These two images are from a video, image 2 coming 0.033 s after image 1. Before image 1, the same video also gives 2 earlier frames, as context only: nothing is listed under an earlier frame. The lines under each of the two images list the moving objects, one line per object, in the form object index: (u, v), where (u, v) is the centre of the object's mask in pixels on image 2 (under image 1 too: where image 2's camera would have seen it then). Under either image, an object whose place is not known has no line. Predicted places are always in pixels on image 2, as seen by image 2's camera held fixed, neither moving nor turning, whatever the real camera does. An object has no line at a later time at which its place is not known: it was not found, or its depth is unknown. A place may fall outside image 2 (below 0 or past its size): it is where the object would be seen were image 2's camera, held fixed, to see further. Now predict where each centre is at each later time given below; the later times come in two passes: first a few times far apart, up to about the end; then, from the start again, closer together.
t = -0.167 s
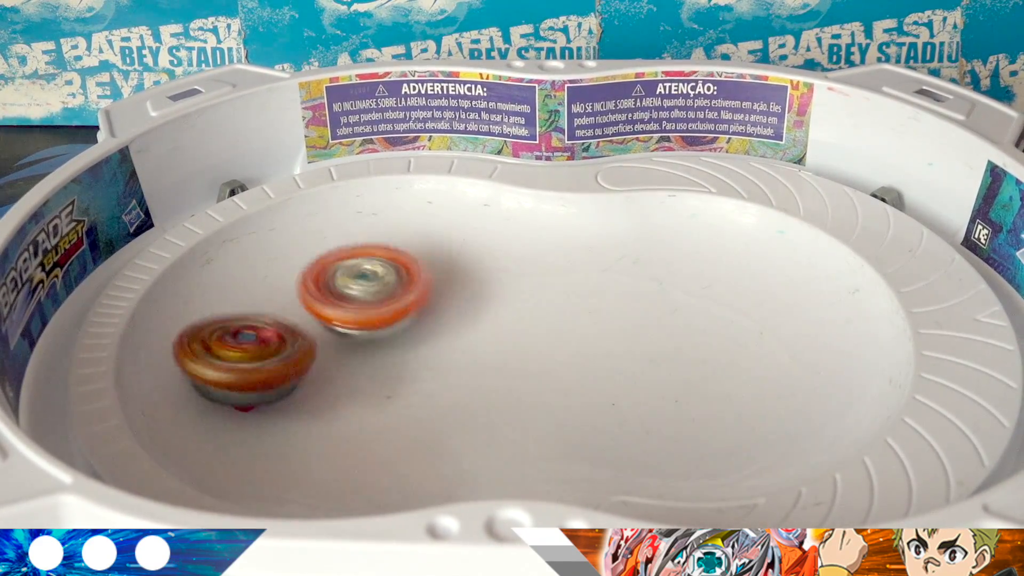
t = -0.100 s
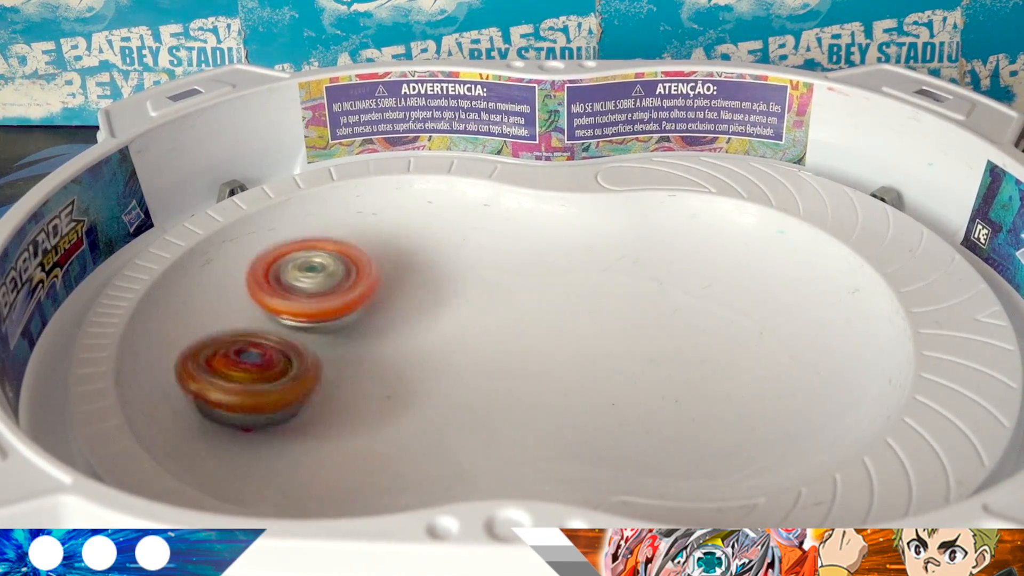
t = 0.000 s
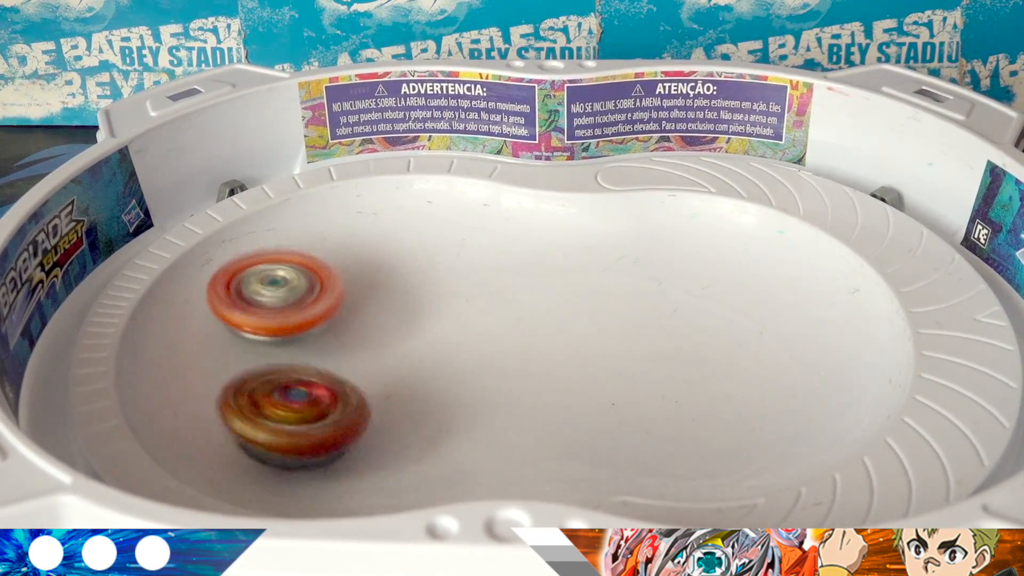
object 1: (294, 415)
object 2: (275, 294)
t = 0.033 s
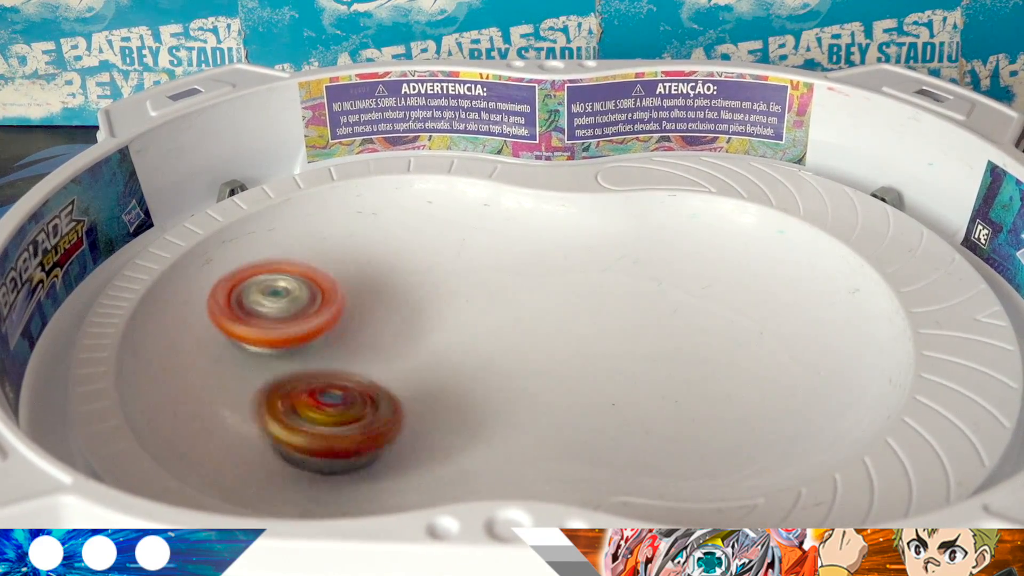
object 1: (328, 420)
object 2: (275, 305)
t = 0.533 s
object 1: (499, 246)
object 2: (391, 306)
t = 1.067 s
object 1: (610, 325)
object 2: (193, 387)
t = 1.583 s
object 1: (611, 312)
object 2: (430, 308)
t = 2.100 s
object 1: (525, 363)
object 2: (337, 330)
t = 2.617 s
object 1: (537, 310)
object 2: (394, 321)
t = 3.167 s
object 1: (735, 309)
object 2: (412, 326)
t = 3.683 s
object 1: (590, 366)
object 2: (417, 320)
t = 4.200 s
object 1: (546, 355)
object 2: (294, 288)
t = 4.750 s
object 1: (613, 305)
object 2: (300, 352)
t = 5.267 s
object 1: (702, 313)
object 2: (385, 308)
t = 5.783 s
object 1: (695, 357)
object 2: (396, 308)
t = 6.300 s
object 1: (526, 334)
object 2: (330, 313)
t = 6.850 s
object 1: (597, 353)
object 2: (409, 358)
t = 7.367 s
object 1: (625, 338)
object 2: (365, 290)
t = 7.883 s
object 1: (636, 358)
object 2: (390, 318)
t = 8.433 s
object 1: (538, 291)
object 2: (385, 342)
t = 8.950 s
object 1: (505, 354)
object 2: (331, 339)
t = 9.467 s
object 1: (469, 341)
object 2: (369, 291)
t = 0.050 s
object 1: (348, 418)
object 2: (279, 310)
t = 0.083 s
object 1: (385, 410)
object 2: (288, 323)
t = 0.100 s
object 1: (401, 402)
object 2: (295, 330)
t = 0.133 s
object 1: (434, 386)
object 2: (308, 341)
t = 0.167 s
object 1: (479, 370)
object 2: (313, 343)
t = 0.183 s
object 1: (498, 362)
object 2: (318, 345)
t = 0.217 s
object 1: (530, 342)
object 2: (328, 347)
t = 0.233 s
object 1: (544, 330)
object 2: (333, 348)
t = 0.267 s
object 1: (562, 308)
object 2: (343, 349)
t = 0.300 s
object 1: (572, 286)
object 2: (352, 348)
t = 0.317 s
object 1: (574, 276)
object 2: (356, 347)
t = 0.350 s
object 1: (575, 260)
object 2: (365, 344)
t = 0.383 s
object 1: (571, 248)
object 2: (373, 338)
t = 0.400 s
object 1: (568, 244)
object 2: (377, 335)
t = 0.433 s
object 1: (558, 239)
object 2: (384, 327)
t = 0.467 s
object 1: (542, 239)
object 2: (391, 320)
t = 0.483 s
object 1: (533, 240)
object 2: (392, 317)
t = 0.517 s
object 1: (511, 243)
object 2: (393, 309)
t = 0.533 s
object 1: (499, 246)
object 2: (391, 306)
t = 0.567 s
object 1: (489, 243)
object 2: (370, 303)
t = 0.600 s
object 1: (475, 243)
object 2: (349, 301)
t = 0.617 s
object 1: (469, 243)
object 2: (338, 300)
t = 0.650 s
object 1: (452, 243)
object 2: (321, 299)
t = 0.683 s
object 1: (431, 242)
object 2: (309, 302)
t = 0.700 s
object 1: (420, 242)
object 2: (305, 303)
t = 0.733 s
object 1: (393, 243)
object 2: (303, 310)
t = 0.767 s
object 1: (381, 238)
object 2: (284, 326)
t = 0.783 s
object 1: (376, 238)
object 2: (275, 335)
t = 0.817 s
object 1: (369, 242)
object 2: (264, 350)
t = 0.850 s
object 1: (359, 254)
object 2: (261, 362)
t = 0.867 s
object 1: (356, 263)
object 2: (263, 366)
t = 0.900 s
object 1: (354, 283)
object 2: (271, 373)
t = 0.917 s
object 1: (358, 293)
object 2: (278, 376)
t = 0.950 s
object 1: (370, 308)
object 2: (294, 379)
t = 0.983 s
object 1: (408, 327)
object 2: (285, 384)
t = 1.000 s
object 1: (451, 327)
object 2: (260, 386)
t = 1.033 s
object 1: (533, 325)
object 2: (219, 388)
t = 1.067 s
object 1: (610, 325)
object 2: (193, 387)
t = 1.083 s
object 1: (649, 325)
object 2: (188, 386)
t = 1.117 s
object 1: (715, 325)
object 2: (195, 390)
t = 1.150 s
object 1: (775, 322)
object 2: (215, 395)
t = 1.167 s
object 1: (797, 317)
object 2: (228, 398)
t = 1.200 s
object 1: (836, 307)
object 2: (261, 401)
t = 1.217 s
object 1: (848, 297)
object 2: (280, 402)
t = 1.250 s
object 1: (855, 282)
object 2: (322, 402)
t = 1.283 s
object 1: (856, 285)
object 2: (358, 397)
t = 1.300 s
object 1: (852, 284)
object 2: (374, 394)
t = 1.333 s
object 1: (841, 282)
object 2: (404, 382)
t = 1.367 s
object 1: (821, 288)
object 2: (424, 372)
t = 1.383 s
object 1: (806, 287)
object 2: (432, 366)
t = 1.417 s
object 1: (773, 285)
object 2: (444, 354)
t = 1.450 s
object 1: (739, 285)
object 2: (450, 342)
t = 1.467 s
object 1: (722, 286)
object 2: (451, 338)
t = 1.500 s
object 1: (688, 289)
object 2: (449, 328)
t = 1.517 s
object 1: (670, 292)
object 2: (447, 323)
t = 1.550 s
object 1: (640, 300)
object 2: (441, 315)
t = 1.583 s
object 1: (611, 312)
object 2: (430, 308)
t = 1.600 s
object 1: (605, 315)
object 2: (427, 307)
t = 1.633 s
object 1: (578, 329)
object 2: (413, 300)
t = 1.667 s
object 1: (551, 344)
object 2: (396, 296)
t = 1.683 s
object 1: (540, 350)
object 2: (388, 295)
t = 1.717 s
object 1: (517, 365)
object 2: (372, 294)
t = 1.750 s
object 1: (499, 378)
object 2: (358, 295)
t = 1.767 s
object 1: (494, 383)
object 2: (352, 296)
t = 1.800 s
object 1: (484, 390)
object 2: (343, 300)
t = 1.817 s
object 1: (480, 393)
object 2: (341, 303)
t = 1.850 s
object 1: (479, 396)
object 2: (337, 308)
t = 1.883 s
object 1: (485, 397)
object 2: (336, 313)
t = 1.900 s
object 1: (488, 396)
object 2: (338, 316)
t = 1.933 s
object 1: (497, 393)
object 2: (342, 321)
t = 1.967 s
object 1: (503, 387)
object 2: (347, 327)
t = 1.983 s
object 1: (504, 384)
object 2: (350, 329)
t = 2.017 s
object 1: (503, 375)
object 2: (357, 333)
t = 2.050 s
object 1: (498, 366)
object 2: (362, 337)
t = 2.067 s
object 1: (505, 361)
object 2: (355, 335)
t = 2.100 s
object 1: (525, 363)
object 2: (337, 330)
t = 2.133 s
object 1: (548, 361)
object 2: (325, 324)
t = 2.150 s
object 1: (556, 361)
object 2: (321, 322)
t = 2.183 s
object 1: (568, 356)
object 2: (318, 319)
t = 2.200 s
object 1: (575, 355)
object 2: (318, 317)
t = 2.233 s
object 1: (586, 351)
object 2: (319, 315)
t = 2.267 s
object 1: (592, 346)
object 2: (326, 314)
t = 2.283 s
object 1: (596, 345)
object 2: (331, 314)
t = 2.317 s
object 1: (601, 340)
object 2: (339, 315)
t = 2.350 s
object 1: (604, 335)
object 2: (350, 316)
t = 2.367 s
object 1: (603, 333)
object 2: (355, 317)
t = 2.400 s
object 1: (603, 329)
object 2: (364, 318)
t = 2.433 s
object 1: (600, 323)
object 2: (372, 323)
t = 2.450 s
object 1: (597, 321)
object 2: (376, 324)
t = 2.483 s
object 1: (590, 317)
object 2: (379, 327)
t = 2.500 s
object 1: (585, 315)
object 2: (381, 329)
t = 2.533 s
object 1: (574, 312)
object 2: (385, 328)
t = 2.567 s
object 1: (561, 311)
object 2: (387, 327)
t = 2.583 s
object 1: (554, 310)
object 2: (389, 325)
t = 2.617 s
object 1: (537, 310)
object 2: (394, 321)
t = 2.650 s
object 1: (531, 312)
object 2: (386, 316)
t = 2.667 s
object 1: (536, 314)
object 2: (379, 314)
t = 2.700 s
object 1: (544, 317)
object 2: (365, 309)
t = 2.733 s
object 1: (552, 319)
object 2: (353, 307)
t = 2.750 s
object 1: (557, 321)
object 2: (349, 305)
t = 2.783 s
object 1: (568, 324)
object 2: (340, 303)
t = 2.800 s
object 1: (574, 326)
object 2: (337, 301)
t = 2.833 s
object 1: (591, 330)
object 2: (338, 298)
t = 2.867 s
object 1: (610, 333)
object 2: (341, 297)
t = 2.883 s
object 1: (618, 334)
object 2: (347, 296)
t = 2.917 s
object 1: (639, 337)
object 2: (358, 295)
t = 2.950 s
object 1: (657, 339)
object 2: (370, 296)
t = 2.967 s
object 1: (666, 339)
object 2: (379, 296)
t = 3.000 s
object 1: (688, 340)
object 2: (390, 298)
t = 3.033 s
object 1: (706, 339)
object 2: (402, 303)
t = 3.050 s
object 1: (715, 338)
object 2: (407, 306)
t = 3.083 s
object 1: (729, 331)
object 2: (411, 314)
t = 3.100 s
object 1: (732, 327)
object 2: (413, 318)
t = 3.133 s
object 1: (739, 318)
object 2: (412, 322)
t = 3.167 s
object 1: (735, 309)
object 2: (412, 326)
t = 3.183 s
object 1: (730, 304)
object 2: (413, 326)
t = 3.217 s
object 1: (720, 297)
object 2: (410, 326)
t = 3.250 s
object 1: (703, 294)
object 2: (411, 323)
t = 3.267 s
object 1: (693, 294)
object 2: (409, 321)
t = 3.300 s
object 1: (675, 298)
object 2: (410, 317)
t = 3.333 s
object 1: (660, 304)
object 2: (408, 311)
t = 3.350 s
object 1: (652, 308)
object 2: (407, 310)
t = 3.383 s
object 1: (637, 317)
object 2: (406, 304)
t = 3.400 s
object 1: (631, 321)
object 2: (405, 303)
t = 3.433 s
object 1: (618, 330)
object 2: (406, 300)
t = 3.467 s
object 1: (609, 338)
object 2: (406, 298)
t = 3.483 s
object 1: (605, 341)
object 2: (406, 298)
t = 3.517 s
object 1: (599, 349)
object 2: (409, 299)
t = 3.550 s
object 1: (596, 354)
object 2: (411, 302)
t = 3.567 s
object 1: (594, 357)
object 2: (413, 303)
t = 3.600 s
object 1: (592, 360)
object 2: (415, 307)
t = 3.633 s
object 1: (589, 363)
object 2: (418, 312)
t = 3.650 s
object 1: (591, 365)
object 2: (418, 315)
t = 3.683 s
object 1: (590, 366)
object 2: (417, 320)
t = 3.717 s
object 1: (588, 366)
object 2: (417, 324)
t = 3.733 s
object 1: (591, 367)
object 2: (415, 326)
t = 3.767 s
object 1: (588, 364)
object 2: (413, 327)
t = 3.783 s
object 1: (589, 365)
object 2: (411, 329)
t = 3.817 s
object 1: (585, 361)
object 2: (407, 331)
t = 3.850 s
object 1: (581, 358)
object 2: (402, 331)
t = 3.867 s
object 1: (578, 356)
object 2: (400, 331)
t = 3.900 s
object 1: (568, 352)
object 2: (399, 328)
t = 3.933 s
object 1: (557, 347)
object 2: (397, 325)
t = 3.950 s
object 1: (550, 345)
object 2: (398, 323)
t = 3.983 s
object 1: (540, 340)
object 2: (398, 322)
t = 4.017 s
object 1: (531, 339)
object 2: (391, 317)
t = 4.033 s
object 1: (536, 340)
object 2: (378, 311)
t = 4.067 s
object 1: (542, 345)
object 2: (353, 300)
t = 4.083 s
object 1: (544, 347)
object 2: (341, 296)
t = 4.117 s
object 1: (545, 351)
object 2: (322, 289)
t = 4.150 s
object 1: (544, 353)
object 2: (308, 285)
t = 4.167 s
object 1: (545, 354)
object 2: (303, 286)
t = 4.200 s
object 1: (546, 355)
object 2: (294, 288)
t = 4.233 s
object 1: (548, 357)
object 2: (289, 293)
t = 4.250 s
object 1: (547, 356)
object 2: (287, 296)
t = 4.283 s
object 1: (548, 358)
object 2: (287, 305)
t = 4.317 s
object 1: (549, 358)
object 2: (290, 315)
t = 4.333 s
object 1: (550, 357)
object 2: (294, 320)
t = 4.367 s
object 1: (550, 356)
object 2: (303, 331)
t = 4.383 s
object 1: (548, 355)
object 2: (310, 336)
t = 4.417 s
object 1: (544, 353)
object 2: (323, 346)
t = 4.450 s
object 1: (534, 349)
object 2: (338, 356)
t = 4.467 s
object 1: (533, 348)
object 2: (343, 360)
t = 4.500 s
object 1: (523, 344)
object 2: (355, 366)
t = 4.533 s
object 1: (517, 341)
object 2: (363, 370)
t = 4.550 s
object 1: (511, 340)
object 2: (370, 370)
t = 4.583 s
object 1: (523, 334)
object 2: (355, 369)
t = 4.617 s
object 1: (547, 326)
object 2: (333, 368)
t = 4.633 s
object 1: (559, 325)
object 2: (322, 365)
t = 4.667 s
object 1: (574, 317)
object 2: (309, 361)
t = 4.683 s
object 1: (585, 315)
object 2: (304, 361)
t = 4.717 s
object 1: (599, 310)
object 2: (299, 357)
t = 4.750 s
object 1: (613, 305)
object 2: (300, 352)
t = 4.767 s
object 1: (618, 303)
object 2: (301, 351)
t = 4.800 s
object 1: (630, 300)
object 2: (307, 346)
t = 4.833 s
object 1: (640, 298)
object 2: (316, 343)
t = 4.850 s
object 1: (646, 297)
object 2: (320, 342)
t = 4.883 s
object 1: (659, 297)
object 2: (330, 340)
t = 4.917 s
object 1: (672, 297)
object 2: (339, 338)
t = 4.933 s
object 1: (677, 298)
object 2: (346, 337)
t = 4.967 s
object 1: (689, 298)
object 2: (357, 334)
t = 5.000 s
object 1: (700, 299)
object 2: (367, 331)
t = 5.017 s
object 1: (703, 298)
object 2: (373, 332)
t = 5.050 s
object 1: (708, 297)
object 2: (380, 329)
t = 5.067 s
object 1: (711, 297)
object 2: (385, 329)
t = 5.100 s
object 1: (714, 298)
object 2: (389, 326)
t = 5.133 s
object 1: (710, 298)
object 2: (392, 321)
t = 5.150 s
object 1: (711, 298)
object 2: (393, 320)
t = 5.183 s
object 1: (709, 302)
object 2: (393, 315)
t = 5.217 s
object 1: (708, 307)
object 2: (392, 311)
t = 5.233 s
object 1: (705, 309)
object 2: (389, 310)
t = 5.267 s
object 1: (702, 313)
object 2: (385, 308)
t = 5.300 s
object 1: (700, 320)
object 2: (379, 308)
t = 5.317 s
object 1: (698, 324)
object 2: (374, 307)
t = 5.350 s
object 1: (698, 332)
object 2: (367, 307)
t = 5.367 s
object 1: (698, 335)
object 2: (361, 307)
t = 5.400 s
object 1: (701, 345)
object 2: (354, 305)
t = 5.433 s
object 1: (703, 351)
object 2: (349, 304)
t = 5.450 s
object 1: (705, 354)
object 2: (345, 304)
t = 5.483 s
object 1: (708, 359)
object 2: (343, 302)
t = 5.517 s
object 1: (711, 363)
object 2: (342, 302)
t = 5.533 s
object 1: (711, 364)
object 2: (343, 302)
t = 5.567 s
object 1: (710, 365)
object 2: (347, 303)
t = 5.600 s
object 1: (710, 366)
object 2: (351, 304)
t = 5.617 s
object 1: (711, 366)
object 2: (356, 304)
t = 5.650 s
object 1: (712, 367)
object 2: (364, 305)
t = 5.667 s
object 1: (709, 365)
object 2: (368, 305)
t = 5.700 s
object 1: (707, 363)
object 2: (378, 304)
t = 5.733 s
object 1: (702, 360)
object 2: (385, 306)
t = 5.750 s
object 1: (698, 359)
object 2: (389, 306)
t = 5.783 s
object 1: (695, 357)
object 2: (396, 308)
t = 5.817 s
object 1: (686, 353)
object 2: (401, 310)
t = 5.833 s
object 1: (683, 352)
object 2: (403, 310)
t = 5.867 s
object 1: (670, 347)
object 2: (406, 312)
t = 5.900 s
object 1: (656, 344)
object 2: (408, 315)
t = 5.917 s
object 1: (648, 342)
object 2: (410, 315)
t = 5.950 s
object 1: (635, 339)
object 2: (411, 317)
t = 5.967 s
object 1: (630, 339)
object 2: (411, 318)
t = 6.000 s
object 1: (613, 335)
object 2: (412, 320)
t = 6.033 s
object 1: (599, 333)
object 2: (412, 321)
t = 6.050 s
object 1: (592, 330)
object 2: (413, 321)
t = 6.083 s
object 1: (573, 328)
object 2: (413, 321)
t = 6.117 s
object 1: (556, 325)
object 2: (413, 322)
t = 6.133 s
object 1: (545, 325)
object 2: (413, 321)
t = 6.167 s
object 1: (540, 323)
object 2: (398, 320)
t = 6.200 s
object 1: (527, 322)
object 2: (387, 320)
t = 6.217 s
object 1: (522, 322)
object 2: (383, 320)
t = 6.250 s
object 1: (510, 323)
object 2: (372, 320)
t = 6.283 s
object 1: (520, 330)
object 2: (342, 314)
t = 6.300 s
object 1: (526, 334)
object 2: (330, 313)
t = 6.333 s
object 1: (532, 339)
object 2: (309, 309)
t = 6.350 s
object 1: (533, 341)
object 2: (299, 308)
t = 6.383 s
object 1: (543, 347)
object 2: (285, 308)
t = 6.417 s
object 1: (550, 351)
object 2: (274, 311)
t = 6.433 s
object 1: (551, 353)
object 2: (269, 312)
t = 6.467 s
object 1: (559, 358)
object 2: (264, 317)
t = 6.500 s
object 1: (563, 361)
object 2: (263, 324)
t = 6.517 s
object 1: (563, 362)
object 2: (262, 326)
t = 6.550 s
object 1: (571, 364)
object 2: (267, 334)
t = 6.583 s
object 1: (575, 364)
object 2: (276, 343)
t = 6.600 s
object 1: (577, 365)
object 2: (283, 345)
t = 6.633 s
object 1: (584, 368)
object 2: (297, 354)
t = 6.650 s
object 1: (585, 367)
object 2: (308, 358)
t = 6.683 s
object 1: (589, 367)
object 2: (328, 363)
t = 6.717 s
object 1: (595, 367)
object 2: (348, 365)
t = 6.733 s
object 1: (597, 364)
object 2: (359, 367)
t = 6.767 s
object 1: (596, 362)
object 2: (379, 368)
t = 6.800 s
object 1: (601, 360)
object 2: (394, 366)
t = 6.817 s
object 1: (601, 357)
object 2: (399, 362)
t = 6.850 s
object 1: (597, 353)
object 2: (409, 358)
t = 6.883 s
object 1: (598, 350)
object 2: (415, 353)
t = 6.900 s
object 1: (596, 347)
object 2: (415, 349)
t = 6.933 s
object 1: (590, 342)
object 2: (417, 341)
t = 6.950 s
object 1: (591, 339)
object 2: (418, 340)
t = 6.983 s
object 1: (586, 335)
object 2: (418, 333)
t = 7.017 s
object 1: (579, 329)
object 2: (419, 325)
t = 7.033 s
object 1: (577, 326)
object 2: (419, 323)
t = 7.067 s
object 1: (569, 321)
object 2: (419, 318)
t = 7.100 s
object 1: (559, 316)
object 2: (417, 313)
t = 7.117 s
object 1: (554, 313)
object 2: (417, 310)
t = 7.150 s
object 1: (558, 314)
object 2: (404, 304)
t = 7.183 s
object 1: (566, 316)
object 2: (385, 297)
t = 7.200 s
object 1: (570, 316)
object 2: (378, 294)
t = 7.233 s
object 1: (584, 320)
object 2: (368, 291)
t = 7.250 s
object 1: (590, 322)
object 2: (365, 289)
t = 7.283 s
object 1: (601, 328)
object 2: (363, 288)
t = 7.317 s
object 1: (610, 331)
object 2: (363, 288)
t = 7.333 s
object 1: (615, 333)
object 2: (362, 288)
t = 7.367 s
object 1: (625, 338)
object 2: (365, 290)
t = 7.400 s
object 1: (629, 342)
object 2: (368, 292)
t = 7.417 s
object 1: (633, 344)
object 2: (370, 294)
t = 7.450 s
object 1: (640, 347)
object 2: (372, 296)
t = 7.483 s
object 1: (642, 352)
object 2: (375, 298)
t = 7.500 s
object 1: (644, 353)
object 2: (377, 299)
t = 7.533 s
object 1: (649, 356)
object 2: (379, 301)
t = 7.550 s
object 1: (651, 356)
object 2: (379, 303)
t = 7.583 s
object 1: (651, 361)
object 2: (380, 305)
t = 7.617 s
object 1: (655, 364)
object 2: (381, 306)
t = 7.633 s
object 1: (656, 365)
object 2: (382, 307)
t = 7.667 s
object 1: (657, 367)
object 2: (383, 309)
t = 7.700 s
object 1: (654, 369)
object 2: (384, 310)
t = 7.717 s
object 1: (654, 370)
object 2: (384, 310)
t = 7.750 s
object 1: (654, 368)
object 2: (386, 311)
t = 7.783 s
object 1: (646, 367)
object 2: (388, 314)
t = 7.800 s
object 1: (646, 367)
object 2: (388, 315)
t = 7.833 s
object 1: (643, 365)
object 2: (389, 316)
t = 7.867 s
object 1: (641, 360)
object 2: (389, 318)
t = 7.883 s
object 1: (636, 358)
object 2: (390, 318)
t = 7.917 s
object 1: (631, 355)
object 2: (391, 319)
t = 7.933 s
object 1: (628, 353)
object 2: (390, 321)
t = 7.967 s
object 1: (624, 347)
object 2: (390, 321)
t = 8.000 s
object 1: (615, 340)
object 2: (390, 322)
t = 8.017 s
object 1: (611, 339)
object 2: (391, 322)
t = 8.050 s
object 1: (605, 332)
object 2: (391, 323)
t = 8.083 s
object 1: (600, 326)
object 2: (392, 324)
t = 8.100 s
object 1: (594, 321)
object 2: (392, 324)
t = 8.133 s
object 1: (590, 317)
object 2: (393, 328)
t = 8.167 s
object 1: (586, 310)
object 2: (393, 331)
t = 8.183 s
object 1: (584, 308)
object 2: (392, 331)
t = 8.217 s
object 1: (576, 303)
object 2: (392, 333)
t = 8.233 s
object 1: (574, 302)
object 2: (392, 333)
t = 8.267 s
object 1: (569, 298)
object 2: (392, 335)
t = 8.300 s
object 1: (564, 295)
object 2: (391, 336)
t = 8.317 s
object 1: (559, 292)
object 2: (389, 338)
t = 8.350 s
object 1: (556, 292)
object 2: (388, 339)
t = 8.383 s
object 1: (550, 290)
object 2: (387, 340)
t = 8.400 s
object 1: (545, 291)
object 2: (386, 341)
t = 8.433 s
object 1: (538, 291)
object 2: (385, 342)
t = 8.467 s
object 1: (535, 293)
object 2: (383, 343)
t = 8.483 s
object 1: (533, 294)
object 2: (382, 344)
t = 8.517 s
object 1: (524, 299)
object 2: (381, 344)
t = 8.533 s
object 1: (518, 302)
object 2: (381, 344)
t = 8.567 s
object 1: (514, 308)
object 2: (380, 345)
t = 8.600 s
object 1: (513, 311)
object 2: (373, 346)
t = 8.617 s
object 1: (518, 314)
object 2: (366, 346)
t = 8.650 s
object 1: (519, 320)
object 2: (354, 347)
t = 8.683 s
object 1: (526, 325)
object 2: (345, 347)
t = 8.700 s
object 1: (527, 328)
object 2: (341, 346)
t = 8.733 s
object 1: (531, 333)
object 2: (334, 345)
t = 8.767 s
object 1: (528, 339)
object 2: (329, 344)
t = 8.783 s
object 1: (527, 341)
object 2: (327, 344)
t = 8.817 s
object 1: (526, 344)
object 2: (324, 342)
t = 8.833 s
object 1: (526, 345)
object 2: (324, 342)
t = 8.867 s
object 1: (525, 347)
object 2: (325, 341)
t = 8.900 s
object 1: (520, 349)
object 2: (327, 340)
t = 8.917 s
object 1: (515, 352)
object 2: (328, 339)
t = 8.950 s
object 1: (505, 354)
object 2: (331, 339)
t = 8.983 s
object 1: (496, 356)
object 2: (336, 338)
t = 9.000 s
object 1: (487, 357)
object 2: (339, 337)
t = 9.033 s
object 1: (476, 361)
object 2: (345, 335)
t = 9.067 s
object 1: (481, 364)
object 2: (336, 328)
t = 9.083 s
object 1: (484, 363)
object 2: (332, 326)
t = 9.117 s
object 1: (485, 364)
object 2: (328, 320)
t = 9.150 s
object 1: (480, 363)
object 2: (327, 314)
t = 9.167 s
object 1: (479, 364)
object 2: (329, 313)
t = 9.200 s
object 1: (480, 363)
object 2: (332, 310)
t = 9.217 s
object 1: (480, 359)
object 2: (332, 308)
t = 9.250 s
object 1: (481, 356)
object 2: (337, 306)
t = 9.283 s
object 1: (474, 352)
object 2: (343, 304)
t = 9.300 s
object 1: (472, 351)
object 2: (347, 304)
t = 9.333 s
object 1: (470, 348)
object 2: (352, 302)
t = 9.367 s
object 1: (470, 343)
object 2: (357, 301)
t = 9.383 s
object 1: (470, 343)
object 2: (358, 300)
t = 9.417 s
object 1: (466, 339)
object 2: (362, 298)
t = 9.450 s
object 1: (467, 339)
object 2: (367, 293)
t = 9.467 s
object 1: (469, 341)
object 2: (369, 291)
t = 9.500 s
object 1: (470, 350)
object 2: (375, 288)
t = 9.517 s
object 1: (469, 353)
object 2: (380, 287)
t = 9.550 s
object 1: (469, 355)
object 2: (389, 286)
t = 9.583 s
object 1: (470, 361)
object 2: (394, 284)
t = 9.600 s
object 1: (472, 364)
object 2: (398, 284)
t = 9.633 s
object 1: (479, 365)
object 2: (405, 283)
